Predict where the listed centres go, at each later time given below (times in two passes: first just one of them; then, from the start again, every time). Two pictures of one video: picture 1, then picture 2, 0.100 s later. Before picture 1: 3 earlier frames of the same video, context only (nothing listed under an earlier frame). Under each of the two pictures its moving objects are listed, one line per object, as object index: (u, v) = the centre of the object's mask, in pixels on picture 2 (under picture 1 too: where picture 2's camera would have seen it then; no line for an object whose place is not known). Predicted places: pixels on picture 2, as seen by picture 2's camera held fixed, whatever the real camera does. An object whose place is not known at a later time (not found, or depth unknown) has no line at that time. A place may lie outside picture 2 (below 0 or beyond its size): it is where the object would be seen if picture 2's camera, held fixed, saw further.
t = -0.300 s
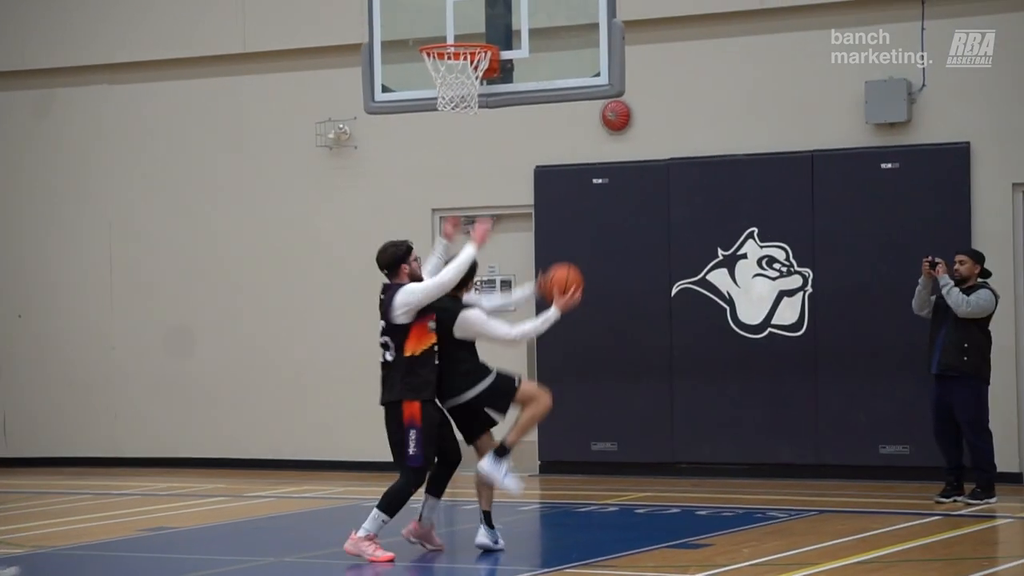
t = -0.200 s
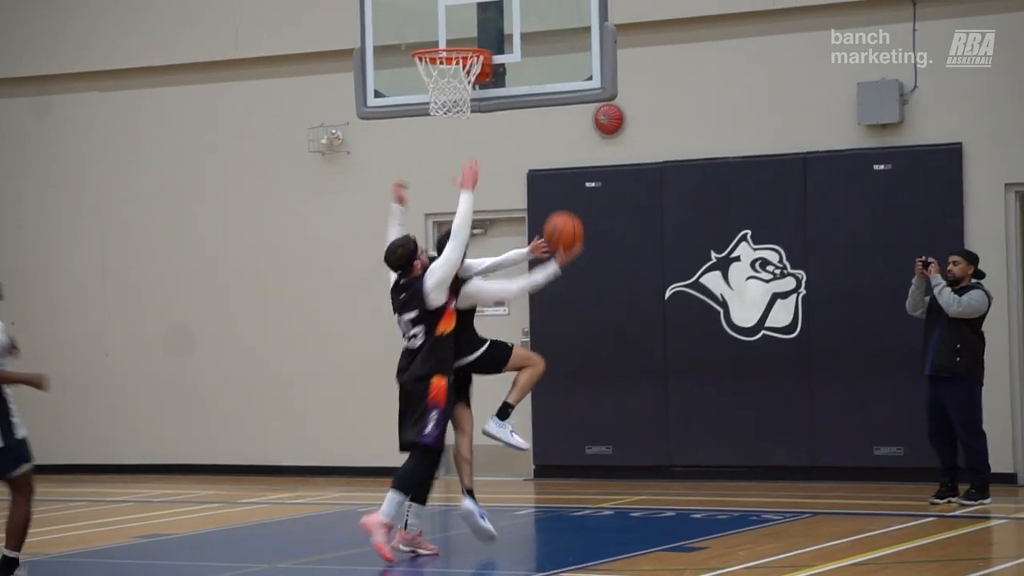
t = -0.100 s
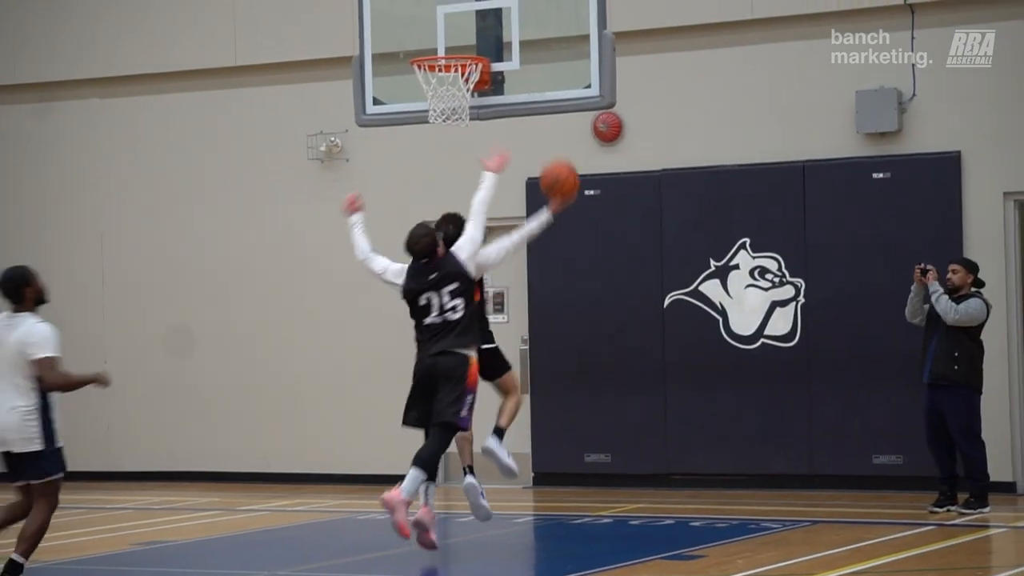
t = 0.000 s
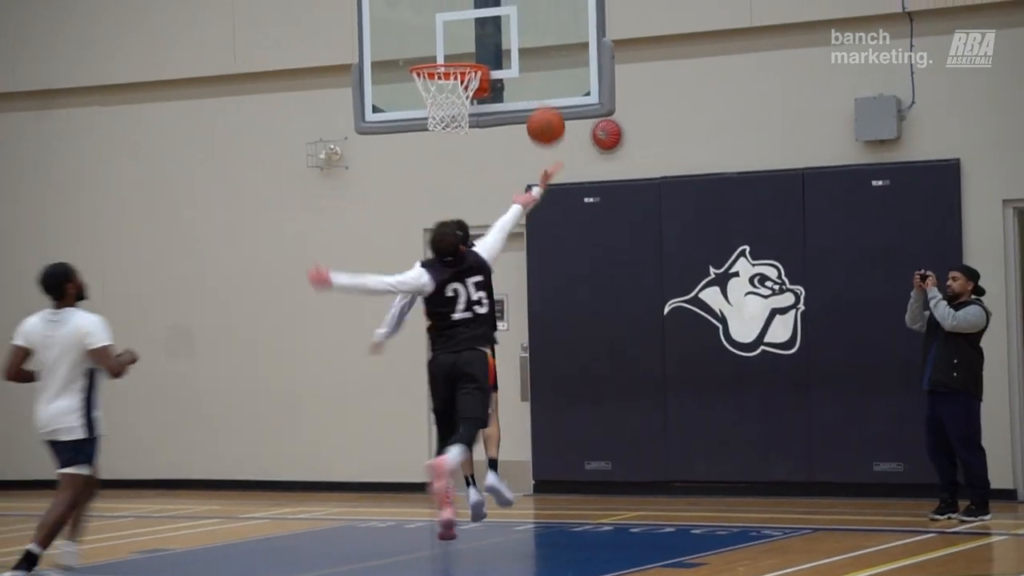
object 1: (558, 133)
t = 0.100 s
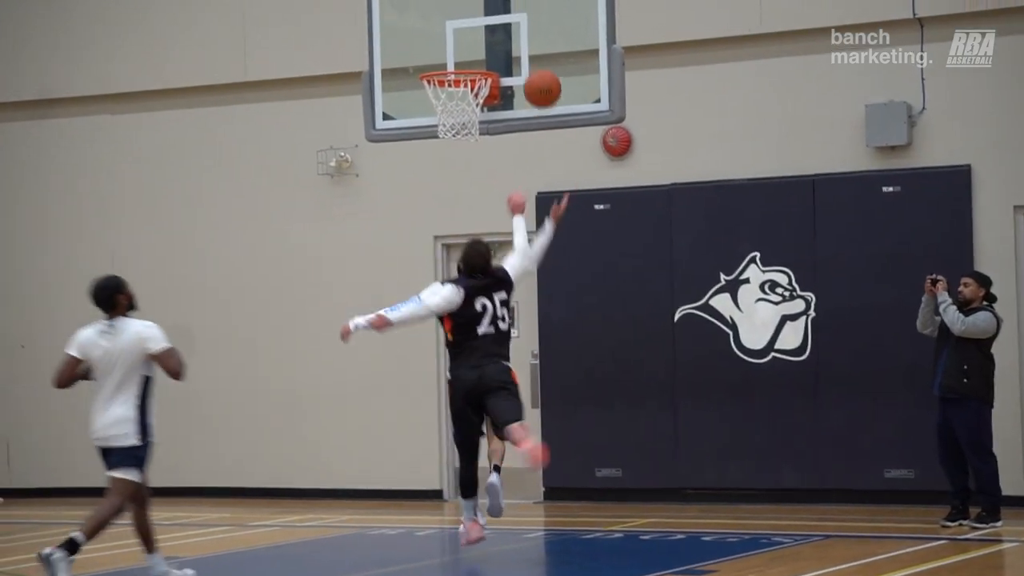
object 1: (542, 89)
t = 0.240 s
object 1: (522, 54)
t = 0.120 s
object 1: (540, 82)
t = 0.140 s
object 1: (537, 75)
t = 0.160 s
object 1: (535, 69)
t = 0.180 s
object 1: (533, 65)
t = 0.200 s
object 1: (530, 61)
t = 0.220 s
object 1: (527, 58)
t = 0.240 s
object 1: (522, 54)
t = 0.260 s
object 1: (515, 51)
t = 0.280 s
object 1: (509, 50)
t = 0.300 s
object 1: (503, 49)
